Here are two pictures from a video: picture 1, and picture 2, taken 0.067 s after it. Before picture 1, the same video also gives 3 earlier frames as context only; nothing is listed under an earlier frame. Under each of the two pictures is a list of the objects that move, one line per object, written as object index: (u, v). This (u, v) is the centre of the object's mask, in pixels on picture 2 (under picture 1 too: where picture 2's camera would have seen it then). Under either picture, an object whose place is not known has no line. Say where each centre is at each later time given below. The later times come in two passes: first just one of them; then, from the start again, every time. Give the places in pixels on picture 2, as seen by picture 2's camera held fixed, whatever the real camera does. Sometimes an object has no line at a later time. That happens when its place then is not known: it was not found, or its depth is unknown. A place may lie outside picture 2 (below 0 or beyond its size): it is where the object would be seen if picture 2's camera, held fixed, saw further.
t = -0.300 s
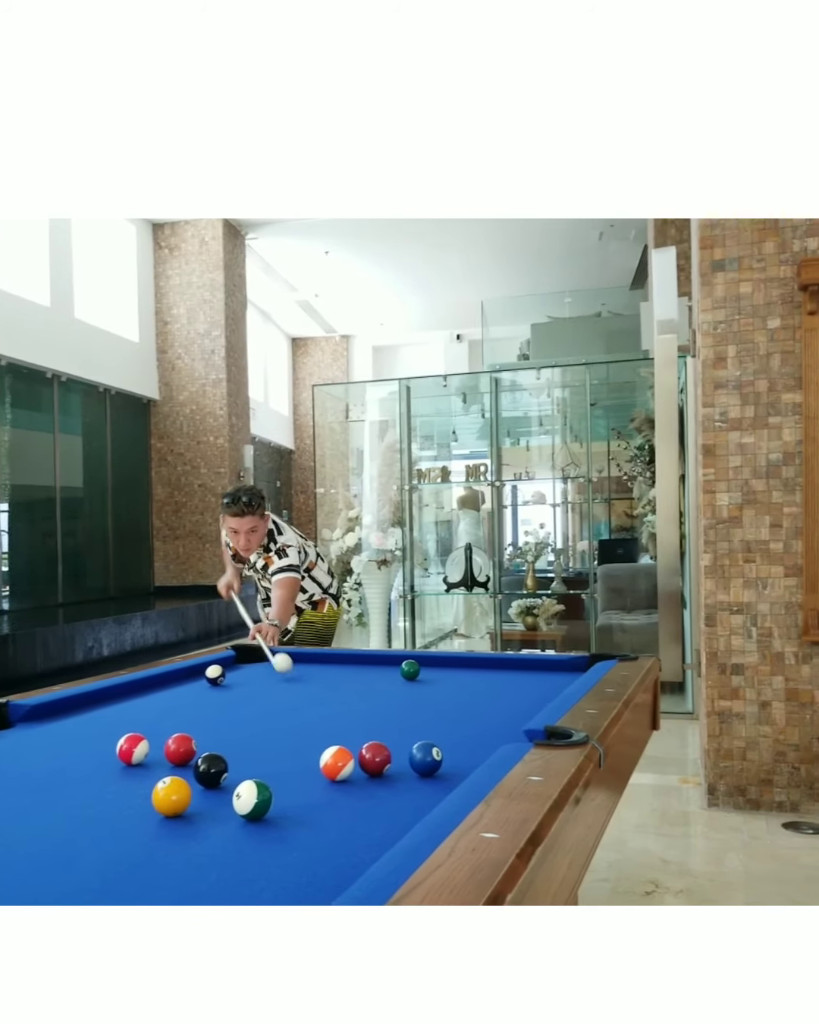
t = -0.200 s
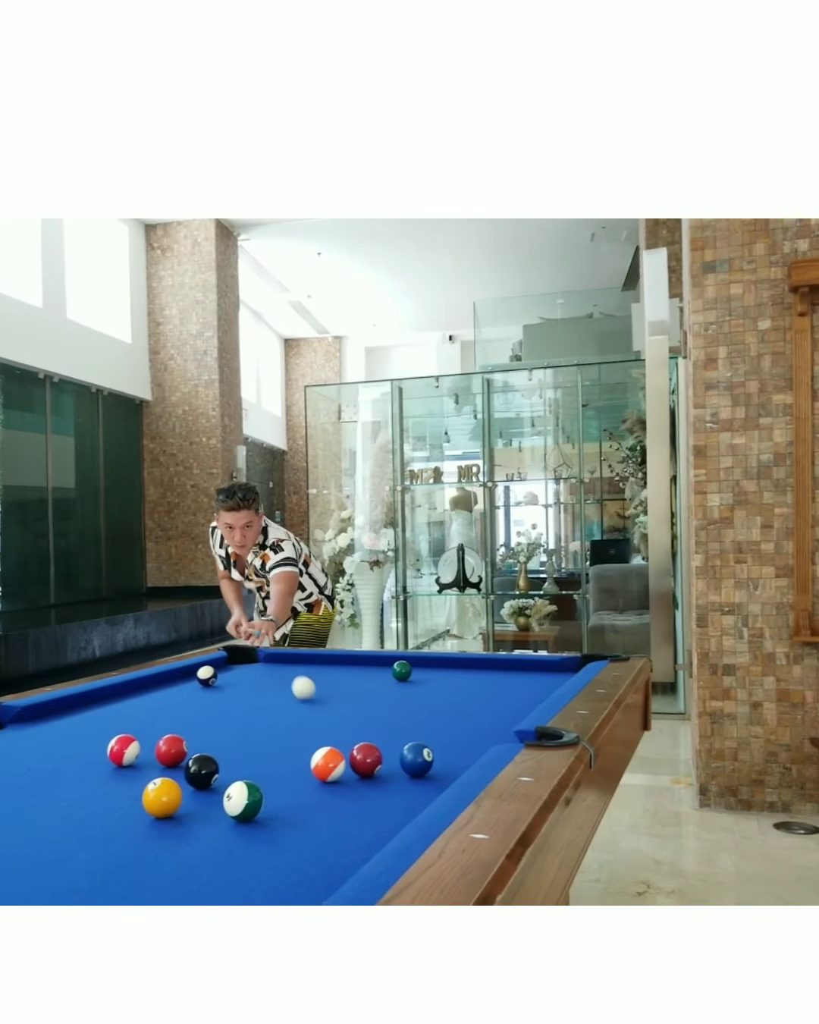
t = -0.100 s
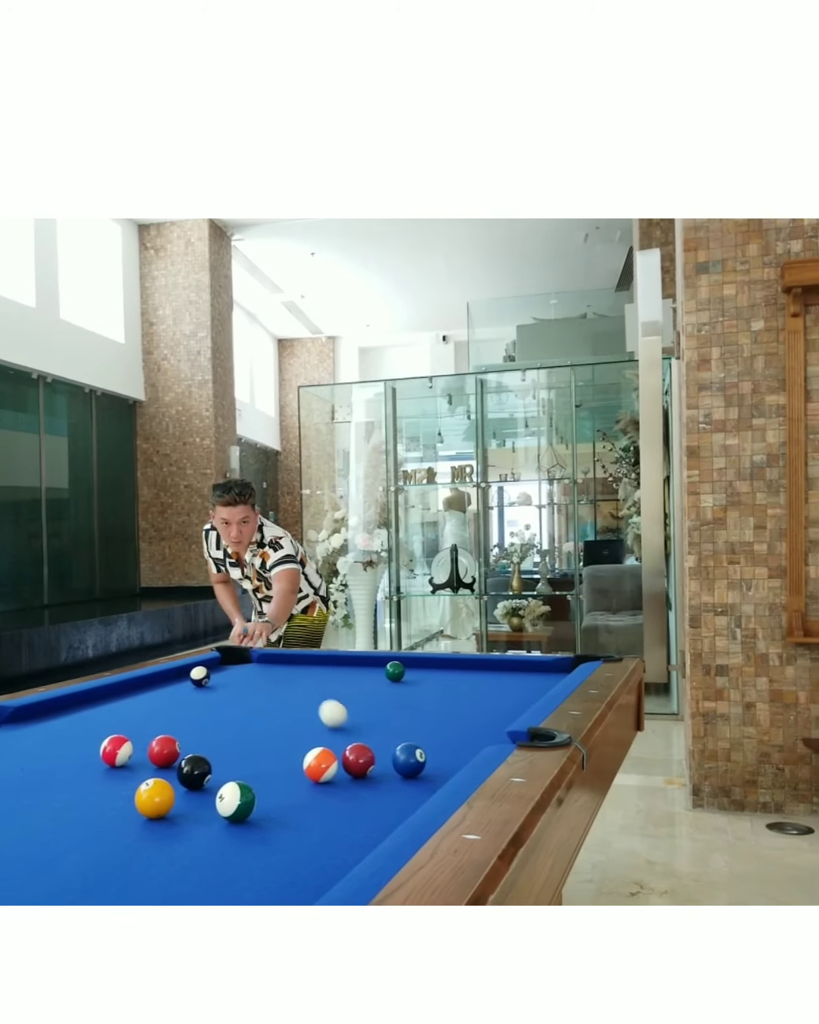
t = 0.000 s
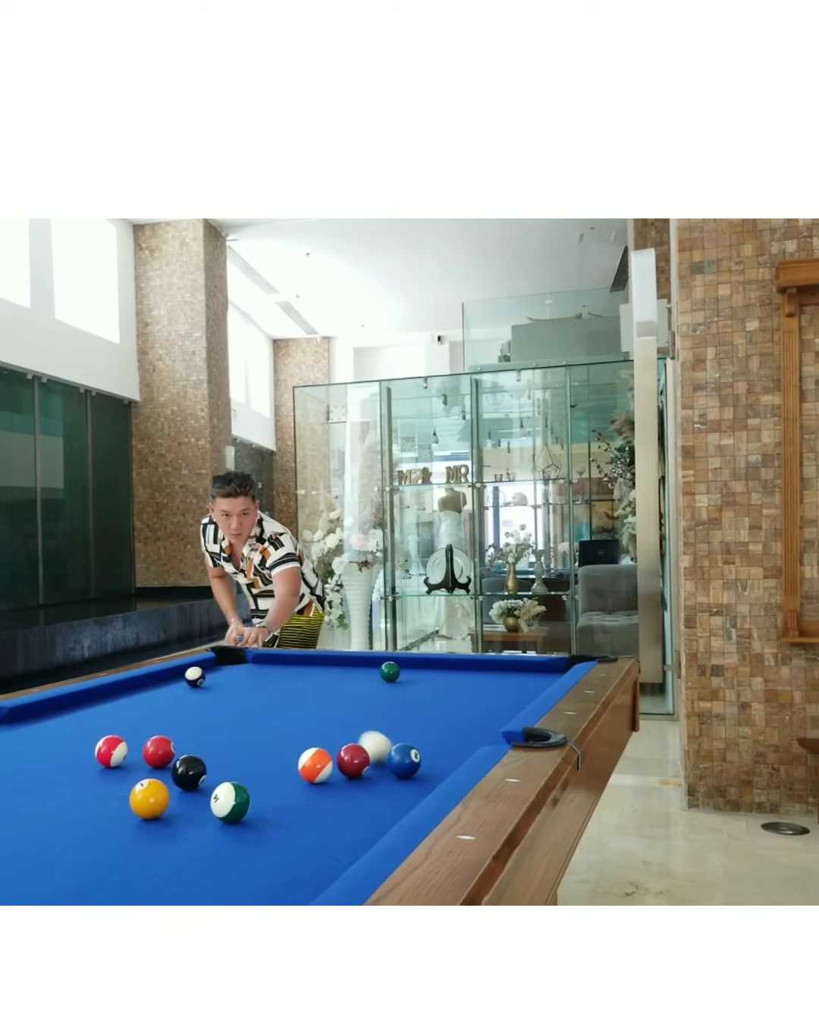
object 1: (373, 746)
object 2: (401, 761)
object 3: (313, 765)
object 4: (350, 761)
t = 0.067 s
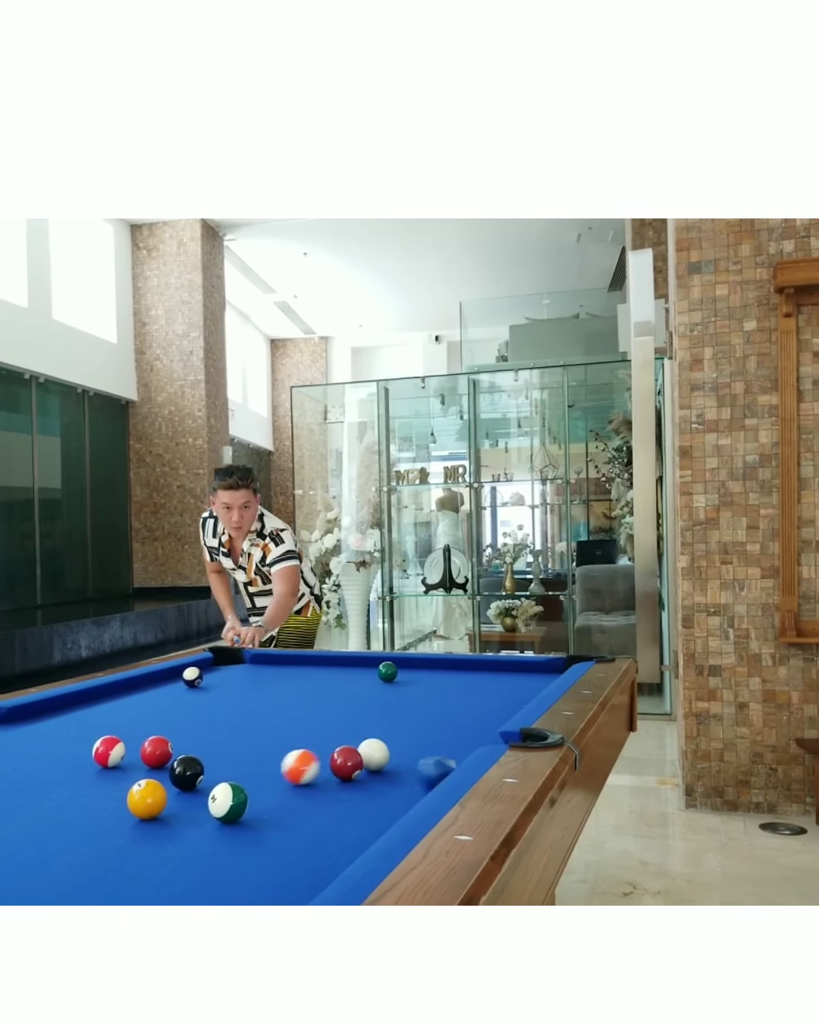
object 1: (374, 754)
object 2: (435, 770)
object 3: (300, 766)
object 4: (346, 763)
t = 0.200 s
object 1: (374, 755)
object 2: (323, 779)
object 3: (253, 772)
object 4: (353, 765)
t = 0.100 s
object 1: (373, 754)
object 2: (406, 775)
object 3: (287, 768)
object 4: (347, 764)
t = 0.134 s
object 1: (372, 750)
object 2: (376, 778)
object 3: (275, 770)
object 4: (347, 763)
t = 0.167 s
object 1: (373, 754)
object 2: (350, 779)
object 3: (265, 771)
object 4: (351, 757)
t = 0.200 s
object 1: (374, 755)
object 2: (323, 779)
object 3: (253, 772)
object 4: (353, 765)
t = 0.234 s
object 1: (375, 756)
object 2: (298, 781)
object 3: (242, 772)
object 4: (353, 767)
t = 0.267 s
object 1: (376, 757)
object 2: (274, 782)
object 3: (230, 771)
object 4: (355, 767)
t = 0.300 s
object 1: (378, 759)
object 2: (254, 781)
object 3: (215, 774)
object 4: (355, 769)
